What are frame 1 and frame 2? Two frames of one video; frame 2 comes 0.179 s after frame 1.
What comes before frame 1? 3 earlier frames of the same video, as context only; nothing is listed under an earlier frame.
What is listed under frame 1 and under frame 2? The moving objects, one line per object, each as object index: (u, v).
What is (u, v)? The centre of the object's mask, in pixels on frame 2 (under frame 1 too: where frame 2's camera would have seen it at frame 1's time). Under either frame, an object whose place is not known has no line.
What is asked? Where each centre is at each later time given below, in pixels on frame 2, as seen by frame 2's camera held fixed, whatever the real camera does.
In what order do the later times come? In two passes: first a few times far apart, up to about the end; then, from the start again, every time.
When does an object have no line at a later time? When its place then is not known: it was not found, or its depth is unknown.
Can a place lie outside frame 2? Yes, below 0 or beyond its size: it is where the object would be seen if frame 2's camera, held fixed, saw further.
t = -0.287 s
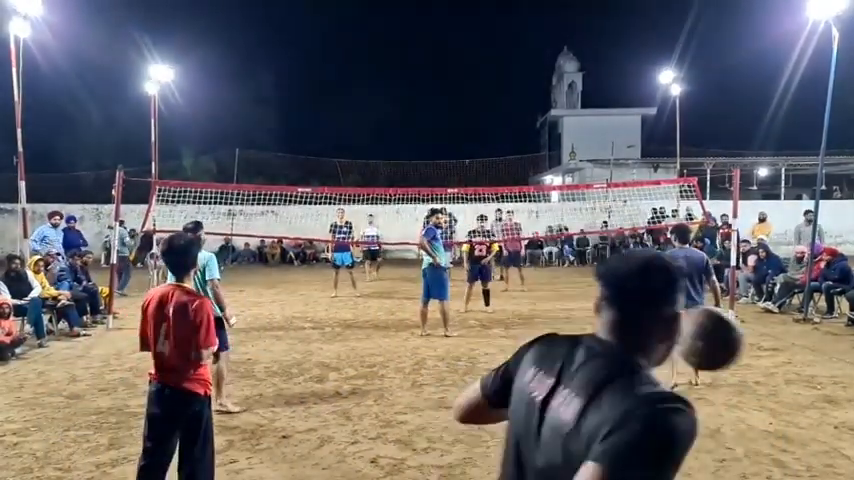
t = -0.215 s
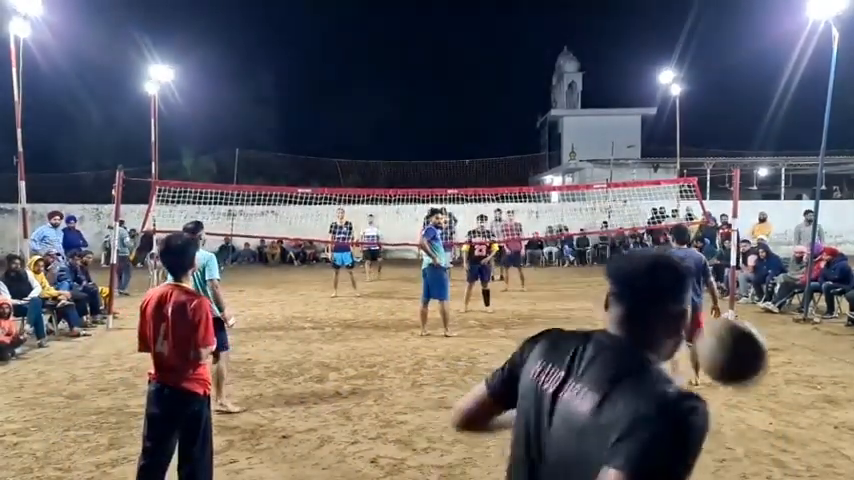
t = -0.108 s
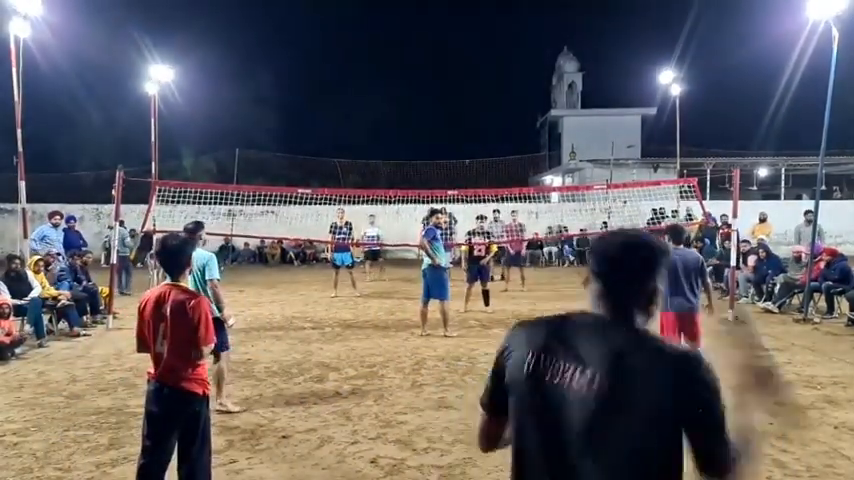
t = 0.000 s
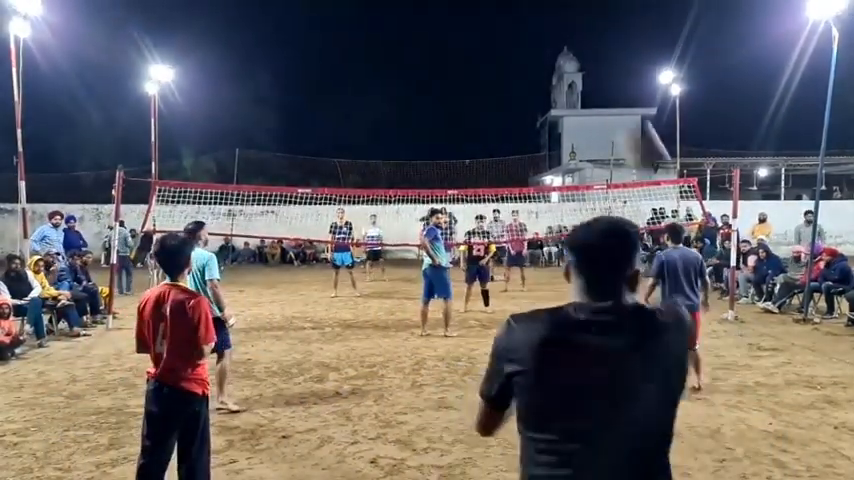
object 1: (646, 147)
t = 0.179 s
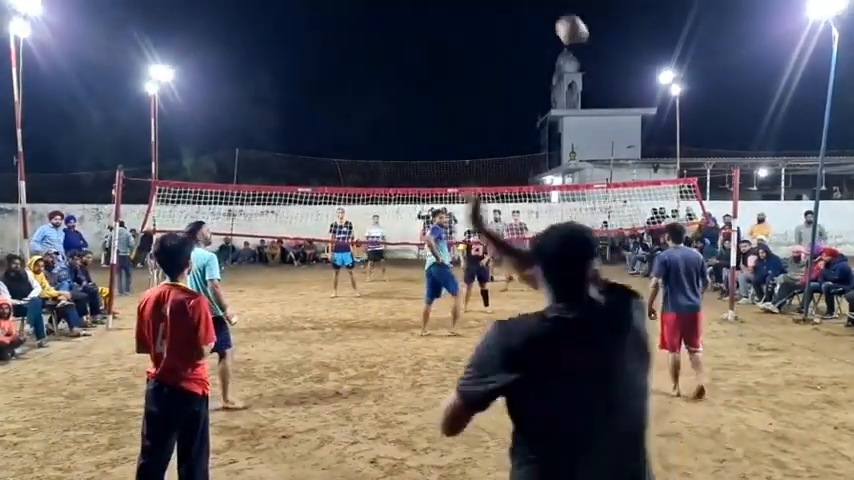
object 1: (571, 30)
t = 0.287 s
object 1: (551, 9)
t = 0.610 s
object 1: (515, 29)
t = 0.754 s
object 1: (508, 57)
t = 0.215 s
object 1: (564, 20)
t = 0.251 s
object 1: (557, 13)
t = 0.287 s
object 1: (551, 9)
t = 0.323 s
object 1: (541, 6)
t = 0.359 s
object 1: (537, 6)
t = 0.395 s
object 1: (533, 6)
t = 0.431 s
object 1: (529, 7)
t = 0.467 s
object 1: (526, 9)
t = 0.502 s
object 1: (523, 13)
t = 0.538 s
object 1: (520, 18)
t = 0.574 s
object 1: (518, 24)
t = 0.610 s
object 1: (515, 29)
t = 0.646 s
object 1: (513, 36)
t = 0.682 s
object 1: (511, 43)
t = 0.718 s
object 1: (510, 50)
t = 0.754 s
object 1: (508, 57)
